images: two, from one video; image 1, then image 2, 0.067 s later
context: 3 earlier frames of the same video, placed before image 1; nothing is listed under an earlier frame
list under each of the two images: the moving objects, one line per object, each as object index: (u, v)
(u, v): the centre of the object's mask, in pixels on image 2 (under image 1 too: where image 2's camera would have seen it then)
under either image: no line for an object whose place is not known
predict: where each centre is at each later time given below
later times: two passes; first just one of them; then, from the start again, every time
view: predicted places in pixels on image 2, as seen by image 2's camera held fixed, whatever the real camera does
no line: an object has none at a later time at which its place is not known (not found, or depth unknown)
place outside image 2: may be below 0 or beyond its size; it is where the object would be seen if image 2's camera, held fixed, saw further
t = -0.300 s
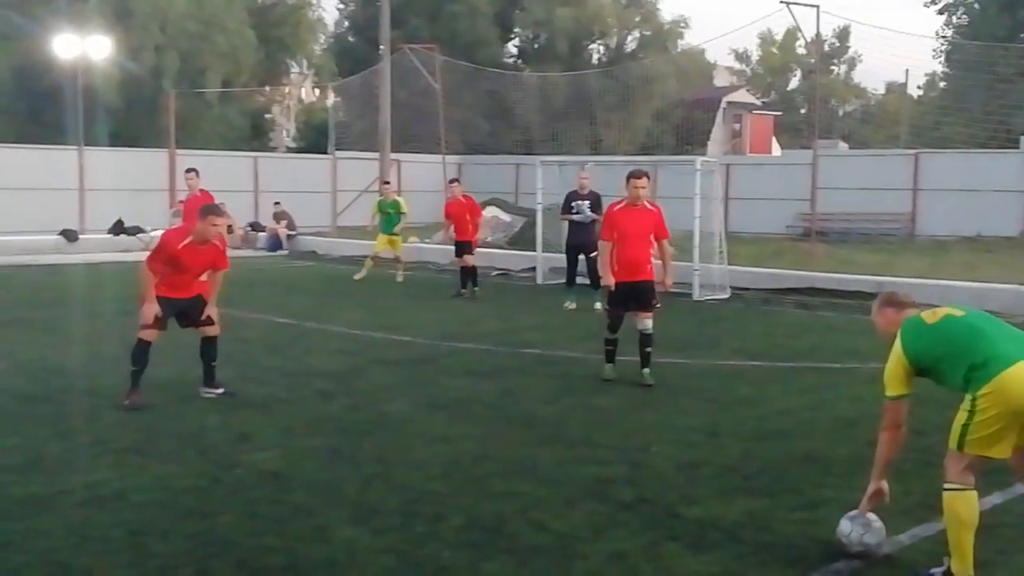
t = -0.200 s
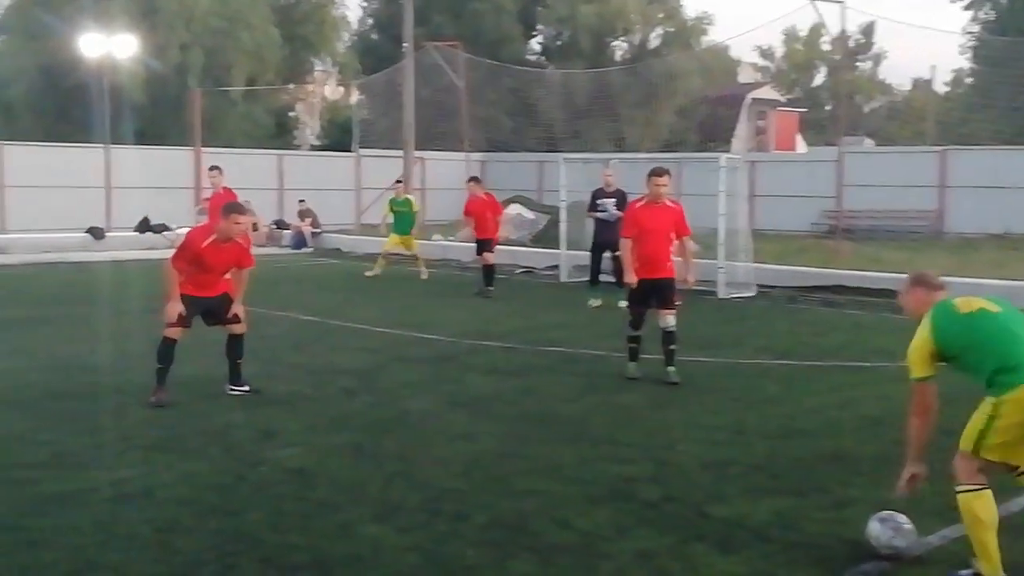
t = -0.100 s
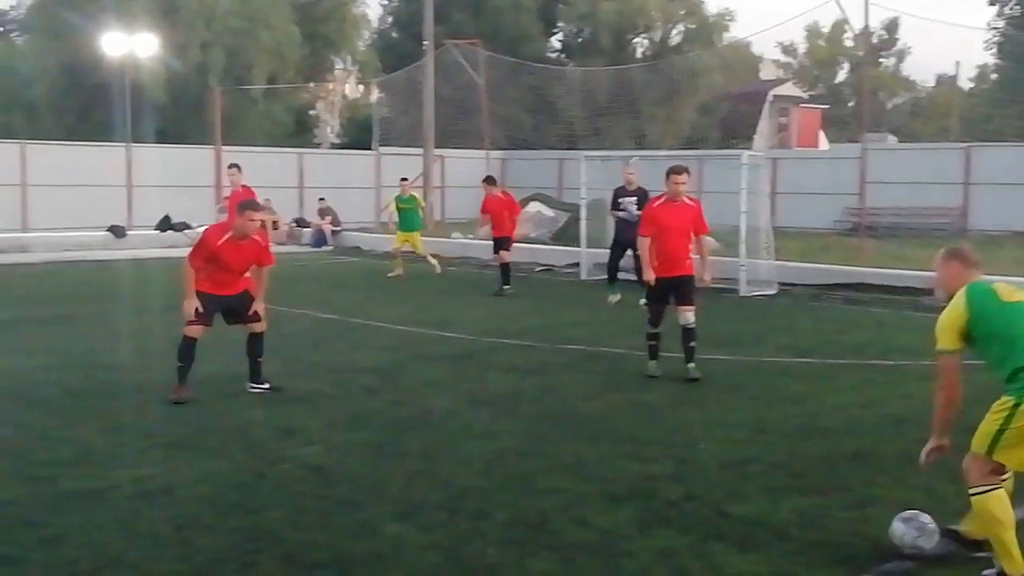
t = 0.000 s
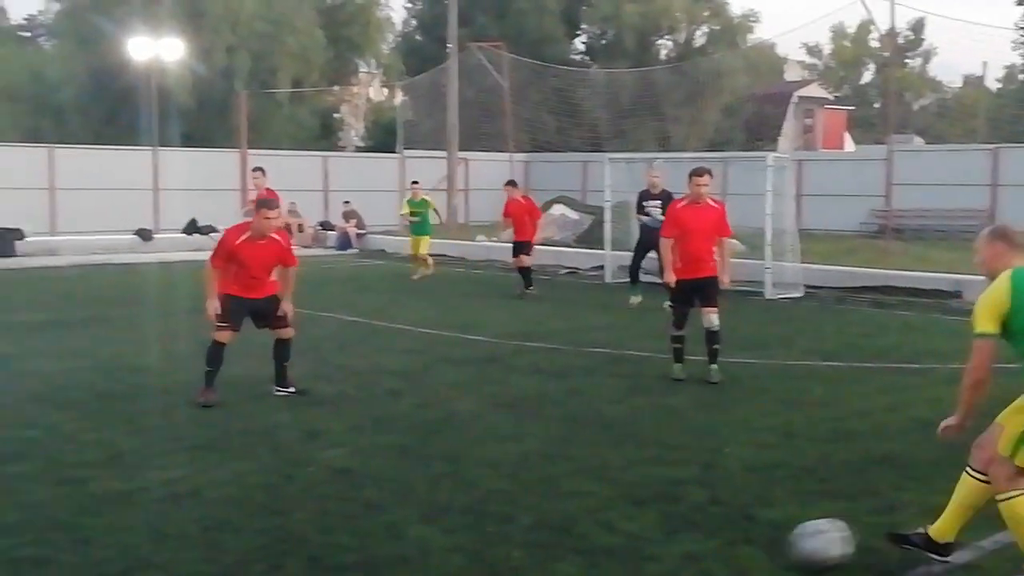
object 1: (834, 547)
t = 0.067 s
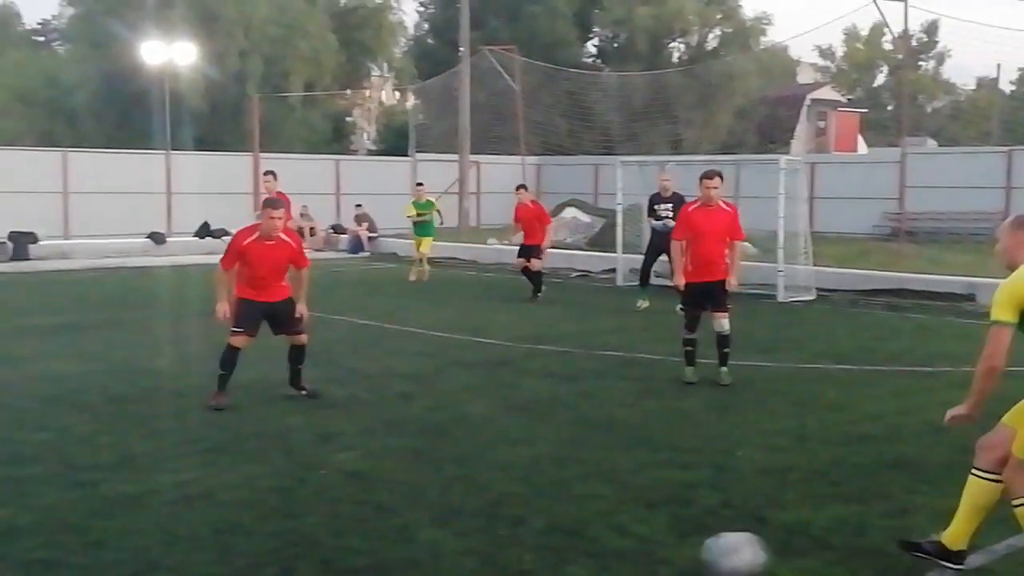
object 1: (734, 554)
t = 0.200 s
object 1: (551, 564)
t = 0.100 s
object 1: (689, 555)
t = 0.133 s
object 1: (641, 558)
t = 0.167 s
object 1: (593, 561)
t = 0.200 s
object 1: (551, 564)
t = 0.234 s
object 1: (505, 566)
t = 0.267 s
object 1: (462, 564)
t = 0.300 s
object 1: (422, 565)
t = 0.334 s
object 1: (383, 565)
